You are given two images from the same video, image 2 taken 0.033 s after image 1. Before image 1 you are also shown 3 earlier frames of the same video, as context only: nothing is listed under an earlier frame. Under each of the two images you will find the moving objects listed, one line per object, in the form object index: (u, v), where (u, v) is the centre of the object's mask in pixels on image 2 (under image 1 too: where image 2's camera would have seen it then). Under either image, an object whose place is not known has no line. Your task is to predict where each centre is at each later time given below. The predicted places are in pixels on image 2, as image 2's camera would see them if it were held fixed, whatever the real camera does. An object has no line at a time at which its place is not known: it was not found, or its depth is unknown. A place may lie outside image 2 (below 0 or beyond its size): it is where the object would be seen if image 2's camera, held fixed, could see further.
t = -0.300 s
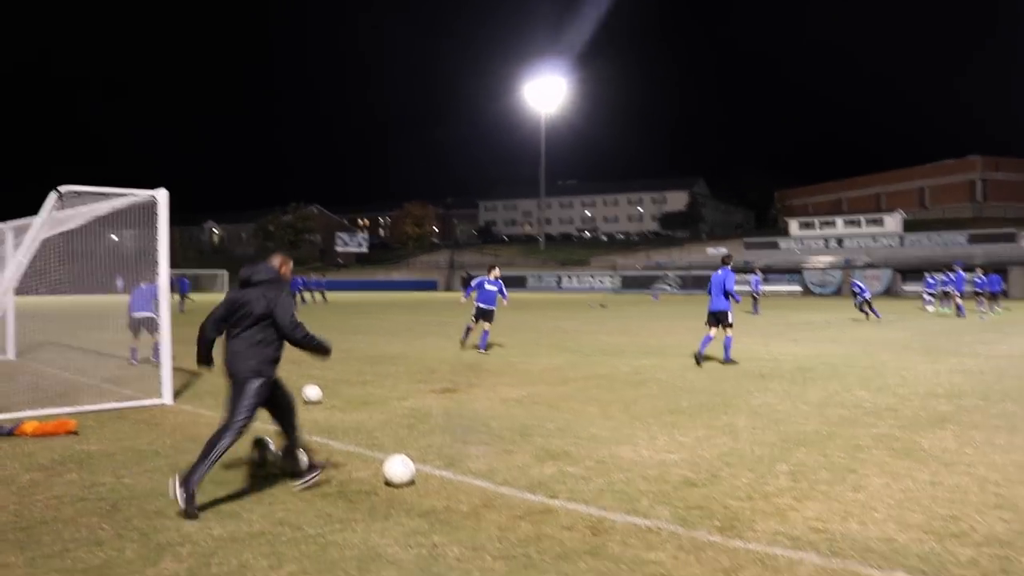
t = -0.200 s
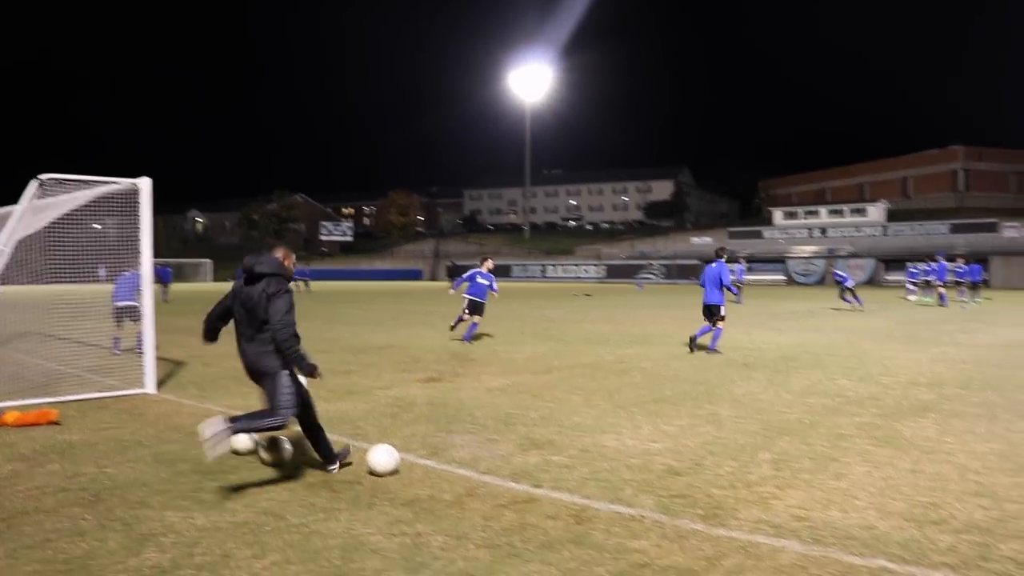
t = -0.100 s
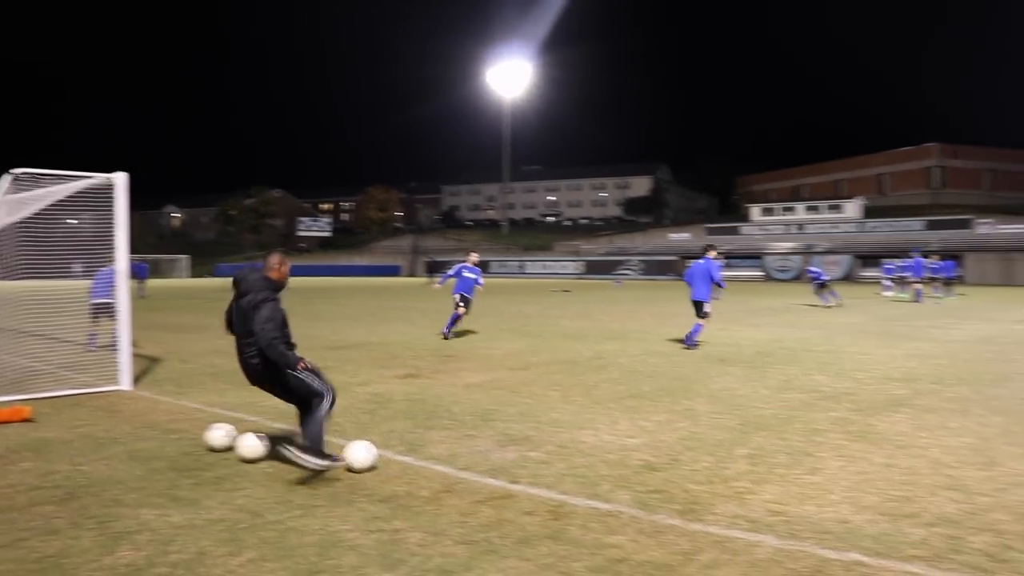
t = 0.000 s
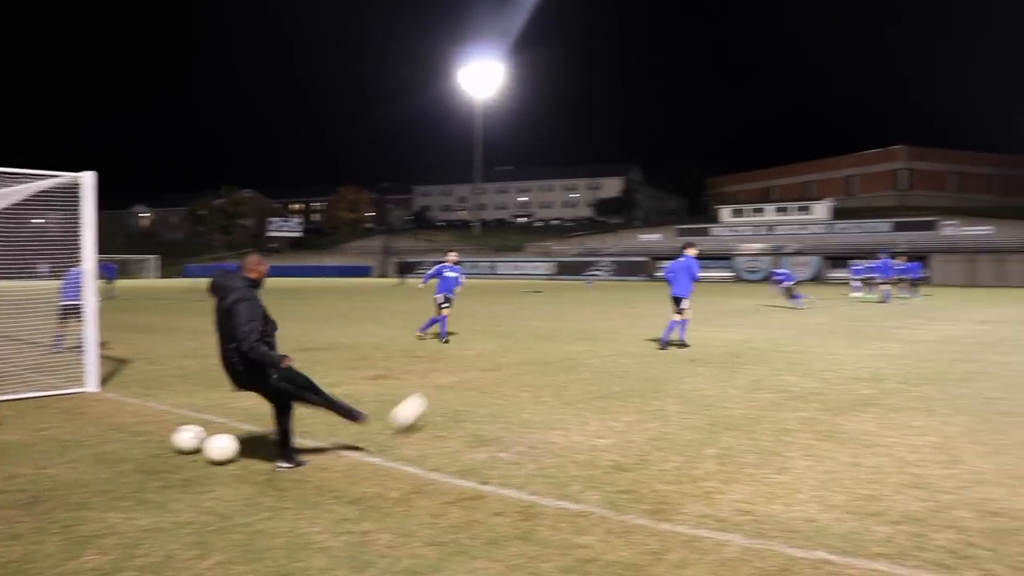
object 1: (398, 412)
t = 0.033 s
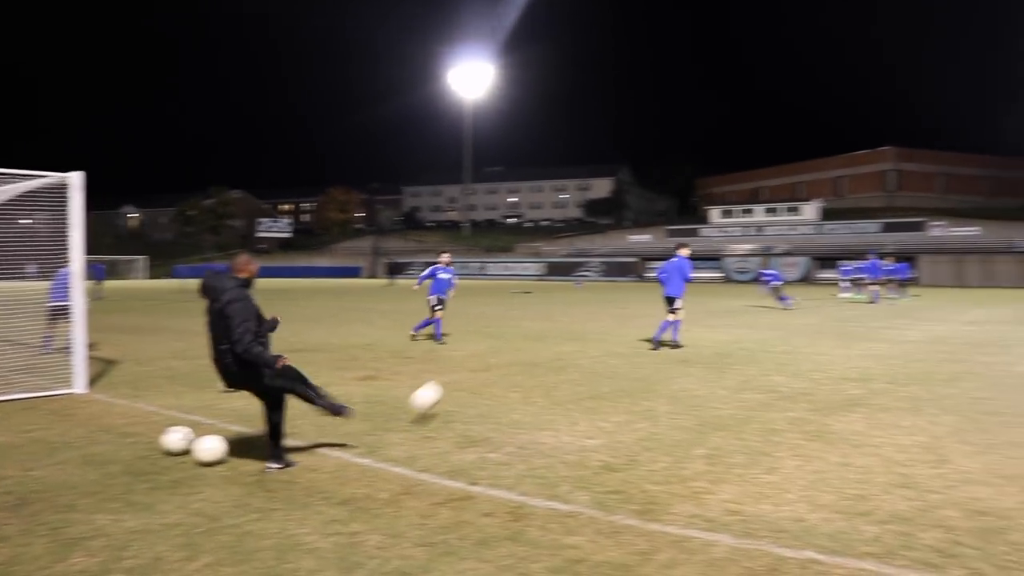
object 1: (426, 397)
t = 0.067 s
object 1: (448, 385)
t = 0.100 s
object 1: (467, 376)
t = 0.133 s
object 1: (482, 370)
